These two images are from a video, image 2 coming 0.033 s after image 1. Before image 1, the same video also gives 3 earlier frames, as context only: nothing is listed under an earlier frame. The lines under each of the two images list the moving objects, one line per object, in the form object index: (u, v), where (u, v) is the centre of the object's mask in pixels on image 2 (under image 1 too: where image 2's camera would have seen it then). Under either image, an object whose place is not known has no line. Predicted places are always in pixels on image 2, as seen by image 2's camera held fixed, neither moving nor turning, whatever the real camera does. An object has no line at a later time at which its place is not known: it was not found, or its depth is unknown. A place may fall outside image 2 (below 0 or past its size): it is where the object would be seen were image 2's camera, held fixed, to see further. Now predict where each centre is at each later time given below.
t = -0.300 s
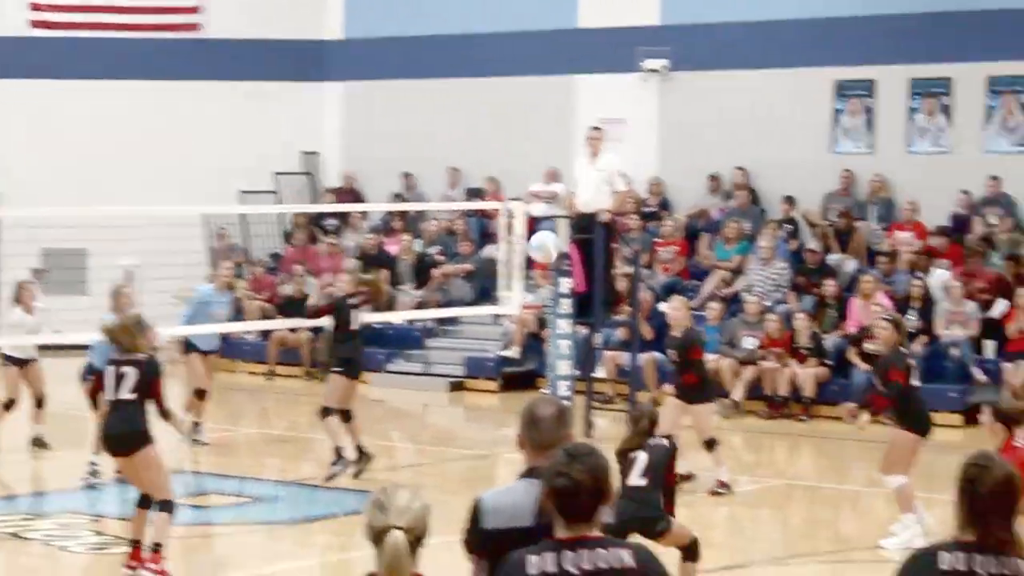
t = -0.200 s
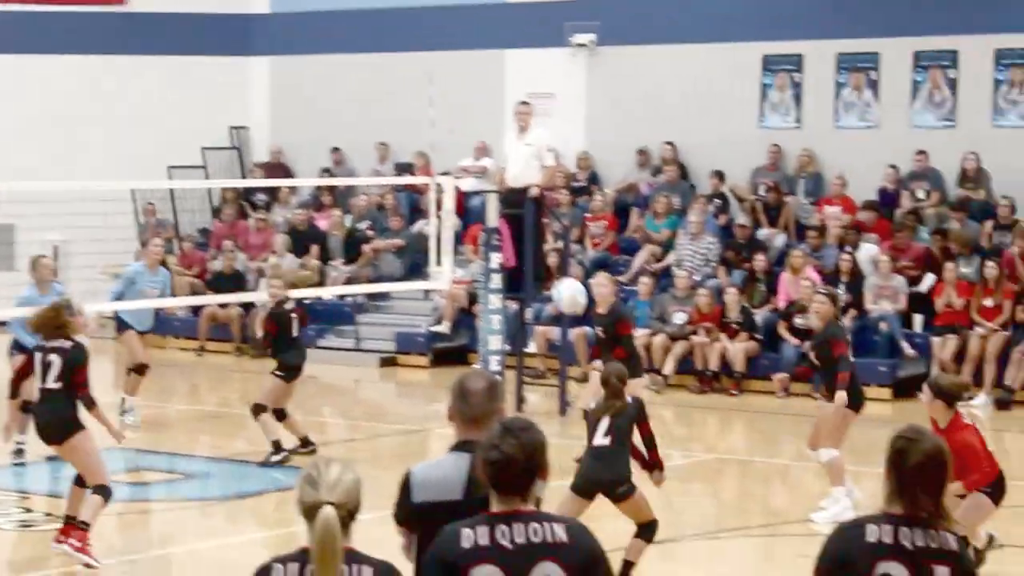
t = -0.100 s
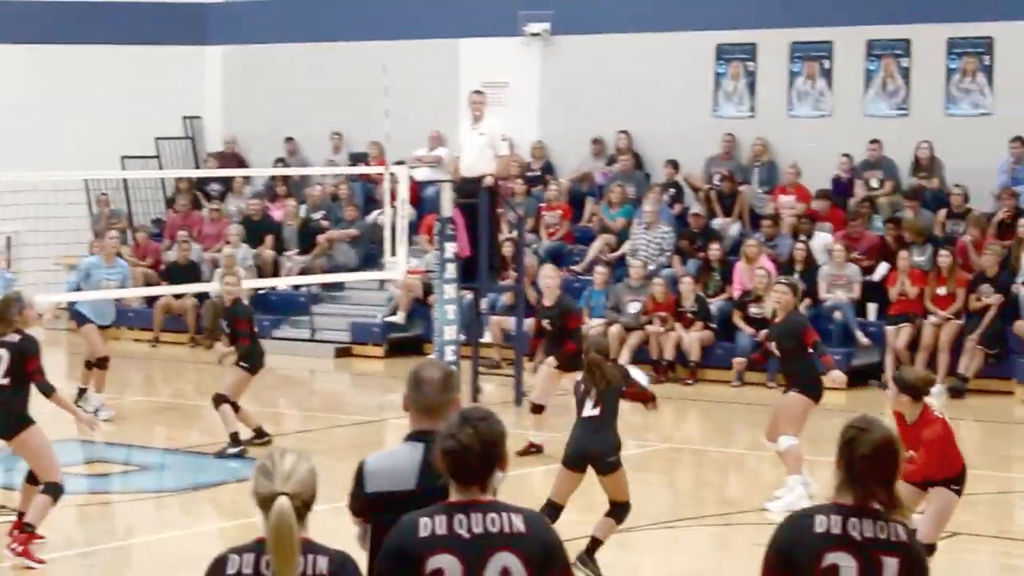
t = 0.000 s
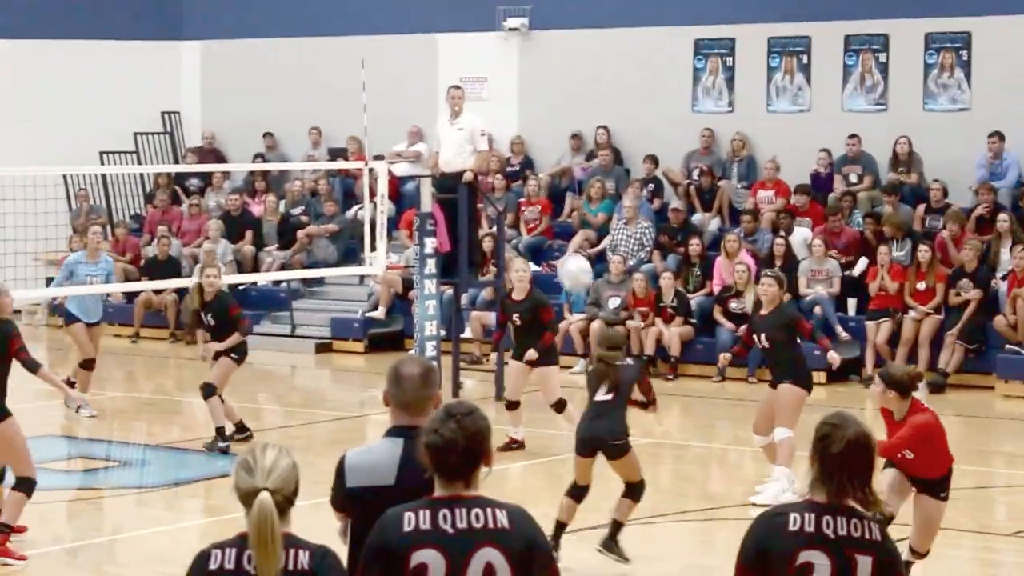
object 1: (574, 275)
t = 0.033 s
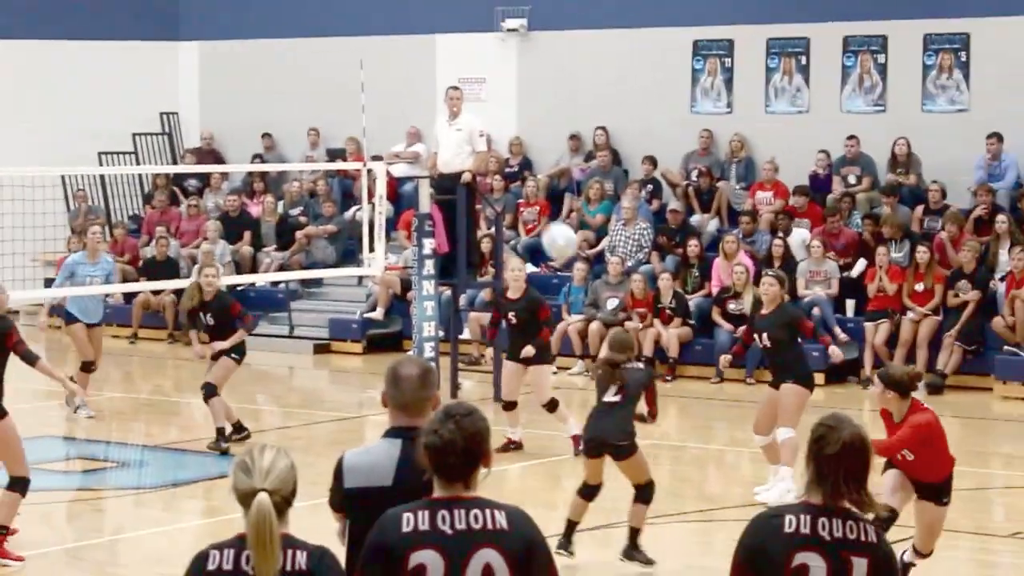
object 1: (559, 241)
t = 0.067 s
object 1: (546, 210)
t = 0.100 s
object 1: (533, 182)
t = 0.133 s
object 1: (521, 157)
